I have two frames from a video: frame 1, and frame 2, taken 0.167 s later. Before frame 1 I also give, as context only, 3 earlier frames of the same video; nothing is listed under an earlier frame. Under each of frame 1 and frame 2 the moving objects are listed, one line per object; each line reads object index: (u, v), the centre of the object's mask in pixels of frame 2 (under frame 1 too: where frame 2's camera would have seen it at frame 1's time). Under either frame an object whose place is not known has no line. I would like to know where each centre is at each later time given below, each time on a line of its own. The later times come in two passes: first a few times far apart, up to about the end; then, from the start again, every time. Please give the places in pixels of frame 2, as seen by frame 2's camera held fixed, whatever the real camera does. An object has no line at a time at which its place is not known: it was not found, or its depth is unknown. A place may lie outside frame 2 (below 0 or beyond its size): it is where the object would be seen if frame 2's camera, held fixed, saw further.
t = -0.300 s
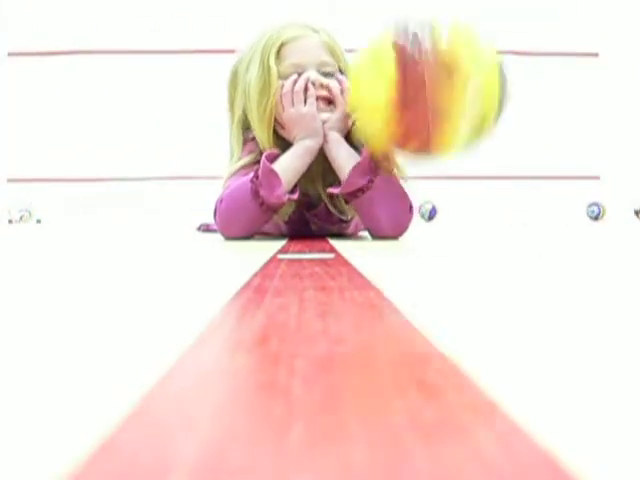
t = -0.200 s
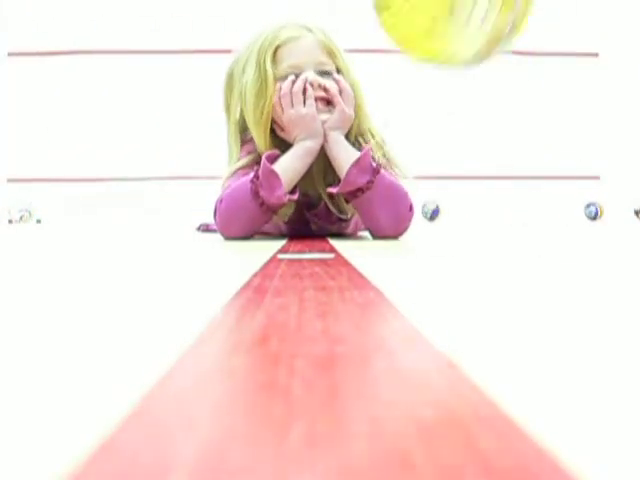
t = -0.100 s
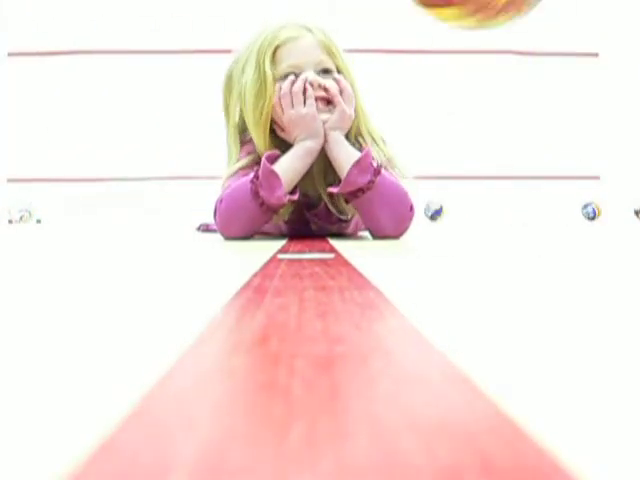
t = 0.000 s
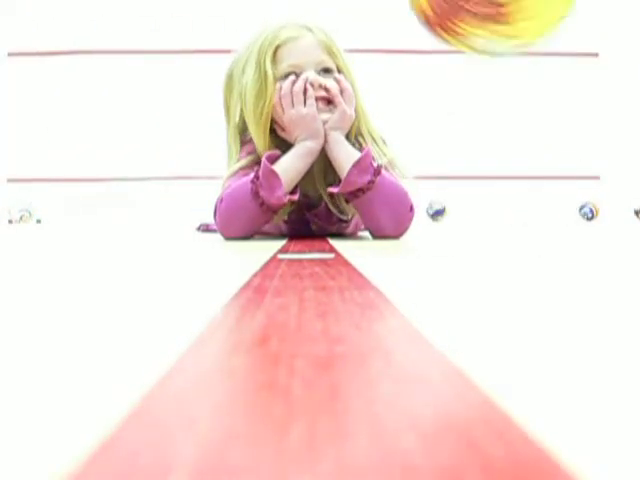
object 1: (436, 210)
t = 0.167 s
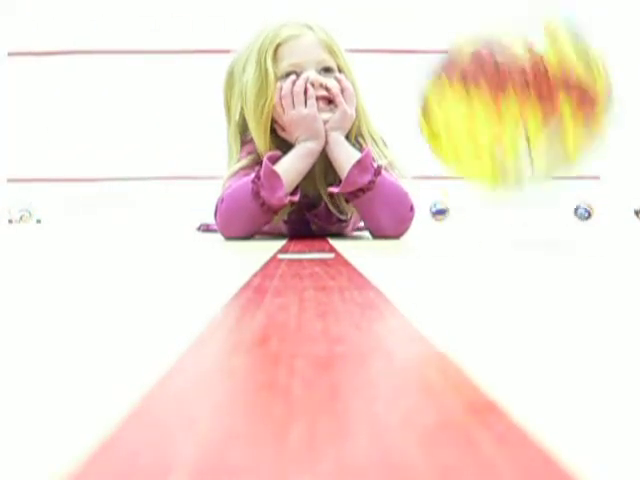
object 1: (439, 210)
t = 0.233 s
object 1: (441, 210)
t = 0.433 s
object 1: (443, 211)
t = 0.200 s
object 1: (440, 210)
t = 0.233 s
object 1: (441, 210)
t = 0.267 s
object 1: (441, 210)
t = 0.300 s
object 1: (441, 210)
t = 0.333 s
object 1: (442, 210)
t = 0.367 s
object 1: (443, 210)
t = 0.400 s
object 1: (443, 211)
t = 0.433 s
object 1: (443, 211)
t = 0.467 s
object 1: (444, 212)
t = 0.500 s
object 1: (444, 212)
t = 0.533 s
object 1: (445, 212)
